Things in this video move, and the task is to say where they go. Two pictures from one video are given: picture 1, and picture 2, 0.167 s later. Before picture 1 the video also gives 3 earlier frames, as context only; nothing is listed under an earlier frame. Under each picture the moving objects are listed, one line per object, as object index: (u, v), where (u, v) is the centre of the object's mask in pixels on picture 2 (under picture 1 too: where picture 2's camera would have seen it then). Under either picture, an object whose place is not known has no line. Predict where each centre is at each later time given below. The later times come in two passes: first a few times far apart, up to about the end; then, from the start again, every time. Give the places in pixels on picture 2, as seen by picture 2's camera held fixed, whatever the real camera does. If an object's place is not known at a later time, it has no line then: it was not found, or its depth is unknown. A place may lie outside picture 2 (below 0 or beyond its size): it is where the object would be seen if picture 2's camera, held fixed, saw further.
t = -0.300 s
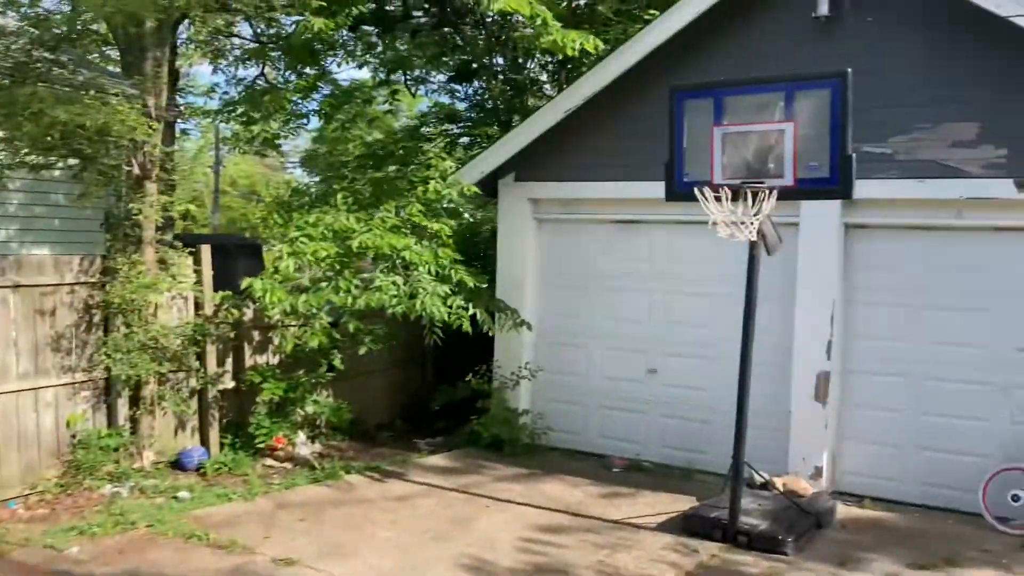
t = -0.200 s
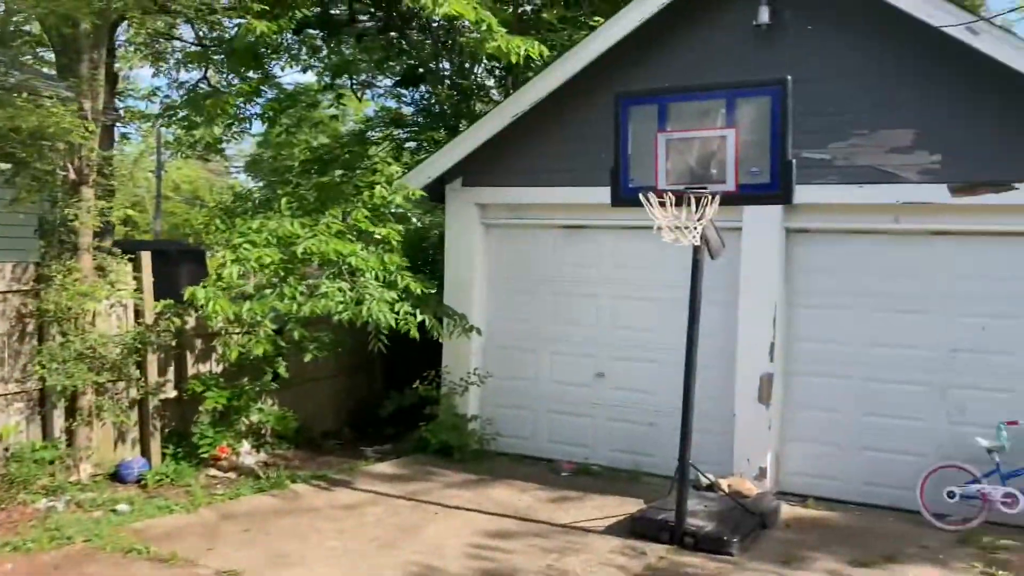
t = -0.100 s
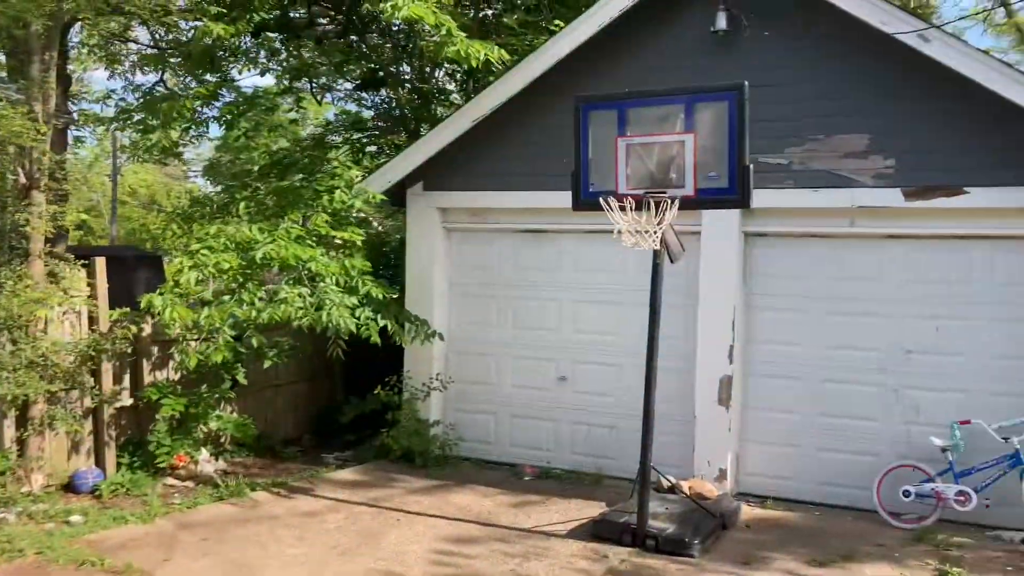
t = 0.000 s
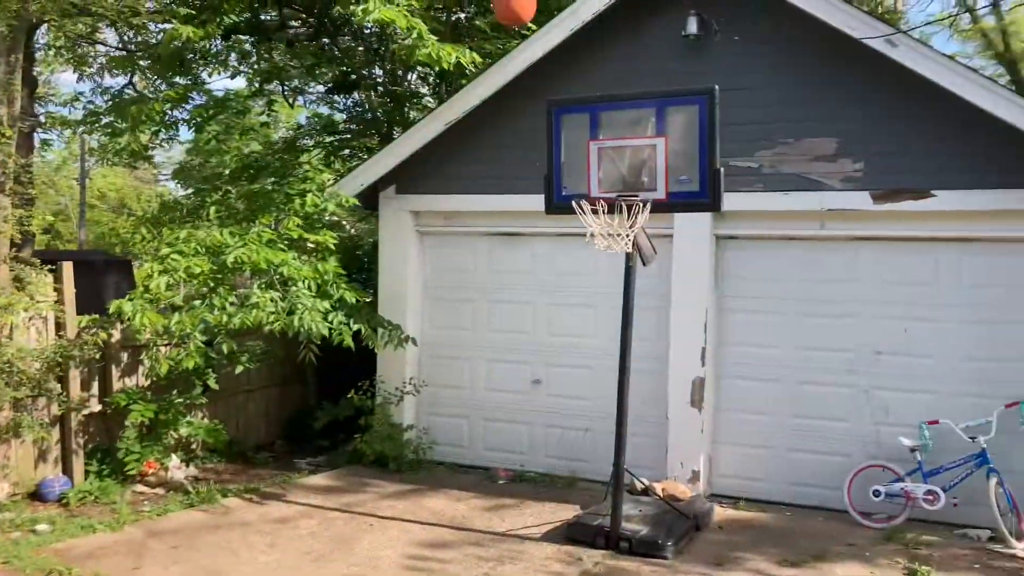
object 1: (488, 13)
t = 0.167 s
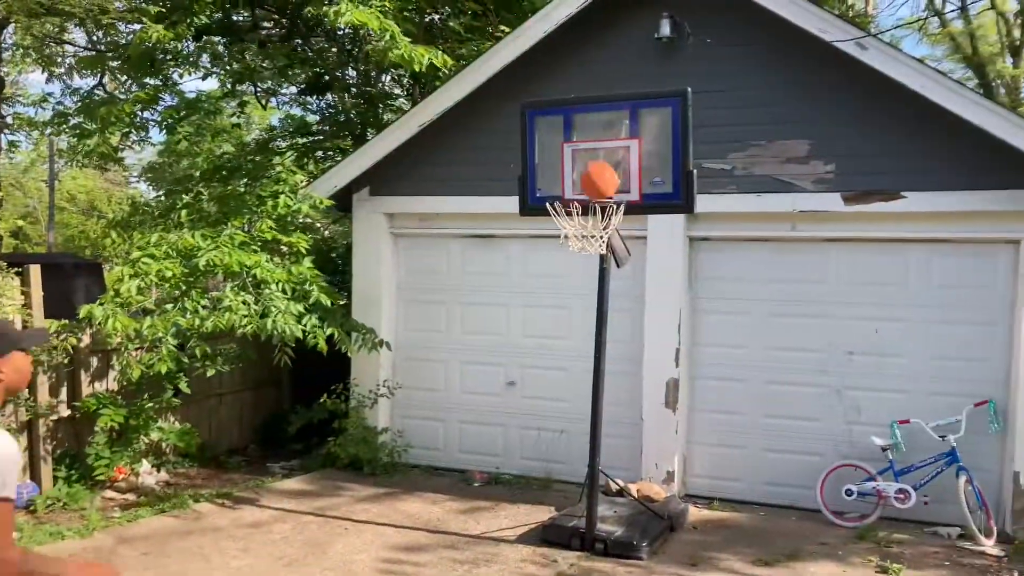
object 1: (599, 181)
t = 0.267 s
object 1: (577, 186)
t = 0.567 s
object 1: (600, 174)
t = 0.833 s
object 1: (568, 169)
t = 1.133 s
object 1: (533, 185)
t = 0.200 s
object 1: (597, 197)
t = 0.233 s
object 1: (572, 198)
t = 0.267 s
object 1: (577, 186)
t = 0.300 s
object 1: (587, 174)
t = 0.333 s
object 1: (598, 164)
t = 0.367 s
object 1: (608, 155)
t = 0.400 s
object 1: (610, 153)
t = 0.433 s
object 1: (609, 153)
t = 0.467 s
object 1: (607, 156)
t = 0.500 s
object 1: (605, 159)
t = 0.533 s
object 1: (603, 166)
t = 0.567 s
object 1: (600, 174)
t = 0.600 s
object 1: (598, 183)
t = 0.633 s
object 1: (594, 180)
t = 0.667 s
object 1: (590, 175)
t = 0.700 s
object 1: (586, 169)
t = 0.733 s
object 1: (581, 167)
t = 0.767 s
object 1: (577, 166)
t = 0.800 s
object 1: (572, 167)
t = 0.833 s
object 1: (568, 169)
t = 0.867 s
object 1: (564, 174)
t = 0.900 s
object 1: (559, 180)
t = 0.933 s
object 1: (555, 178)
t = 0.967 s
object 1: (551, 174)
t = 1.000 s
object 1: (548, 173)
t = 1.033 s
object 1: (544, 174)
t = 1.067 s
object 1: (540, 175)
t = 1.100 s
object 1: (536, 179)
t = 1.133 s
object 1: (533, 185)
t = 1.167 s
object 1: (528, 193)
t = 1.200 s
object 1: (525, 202)
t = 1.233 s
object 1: (521, 214)
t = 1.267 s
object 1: (517, 227)
